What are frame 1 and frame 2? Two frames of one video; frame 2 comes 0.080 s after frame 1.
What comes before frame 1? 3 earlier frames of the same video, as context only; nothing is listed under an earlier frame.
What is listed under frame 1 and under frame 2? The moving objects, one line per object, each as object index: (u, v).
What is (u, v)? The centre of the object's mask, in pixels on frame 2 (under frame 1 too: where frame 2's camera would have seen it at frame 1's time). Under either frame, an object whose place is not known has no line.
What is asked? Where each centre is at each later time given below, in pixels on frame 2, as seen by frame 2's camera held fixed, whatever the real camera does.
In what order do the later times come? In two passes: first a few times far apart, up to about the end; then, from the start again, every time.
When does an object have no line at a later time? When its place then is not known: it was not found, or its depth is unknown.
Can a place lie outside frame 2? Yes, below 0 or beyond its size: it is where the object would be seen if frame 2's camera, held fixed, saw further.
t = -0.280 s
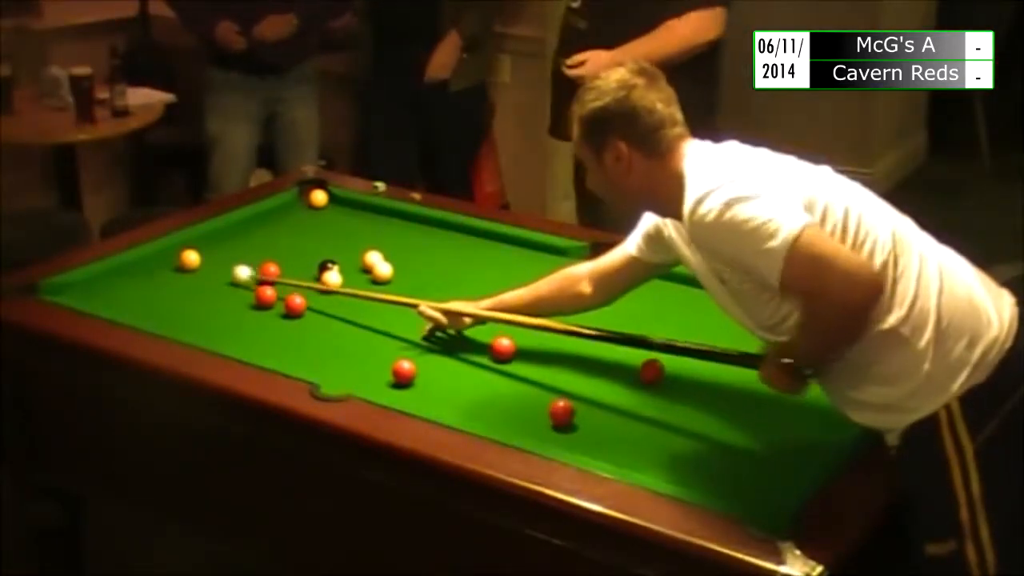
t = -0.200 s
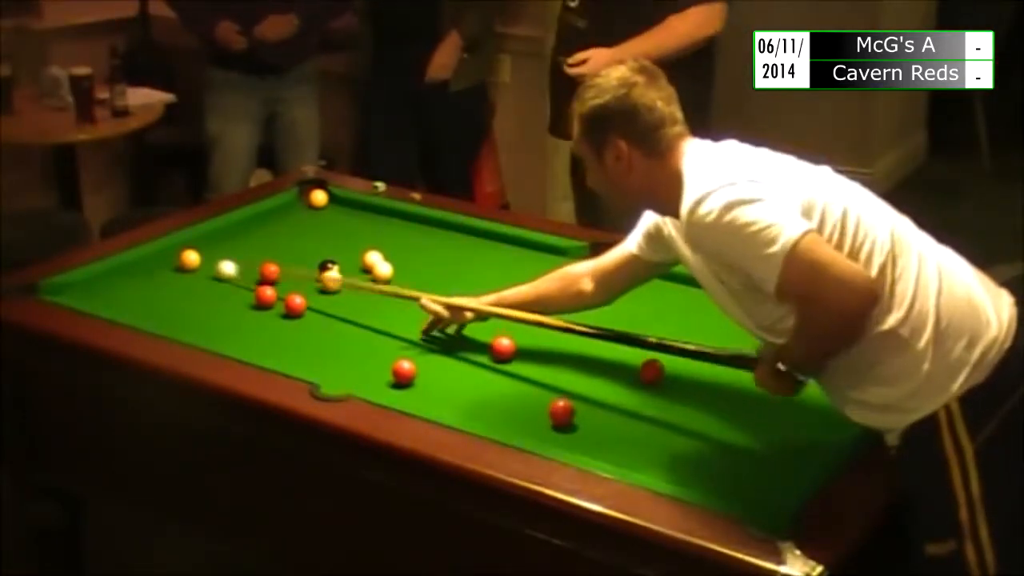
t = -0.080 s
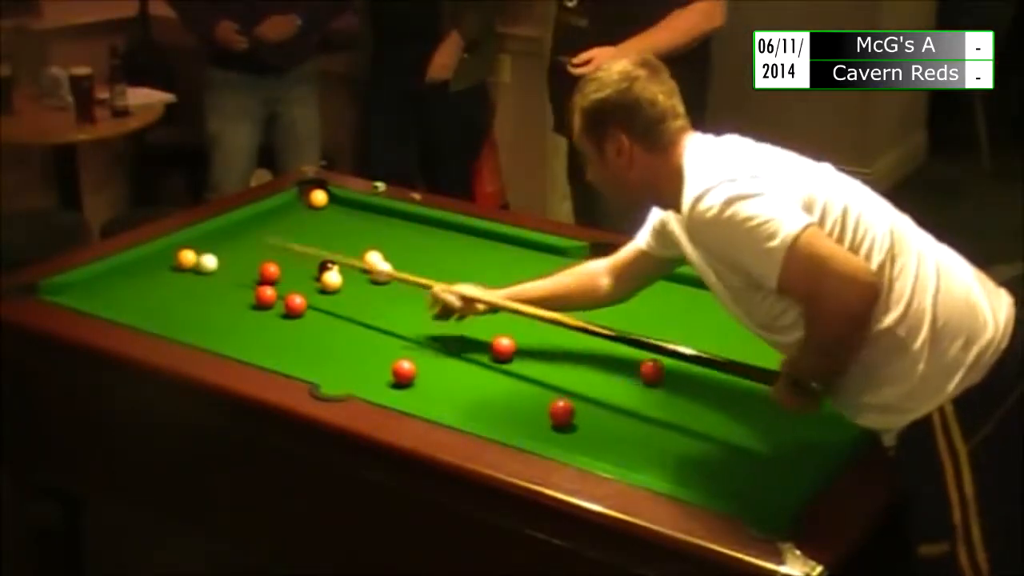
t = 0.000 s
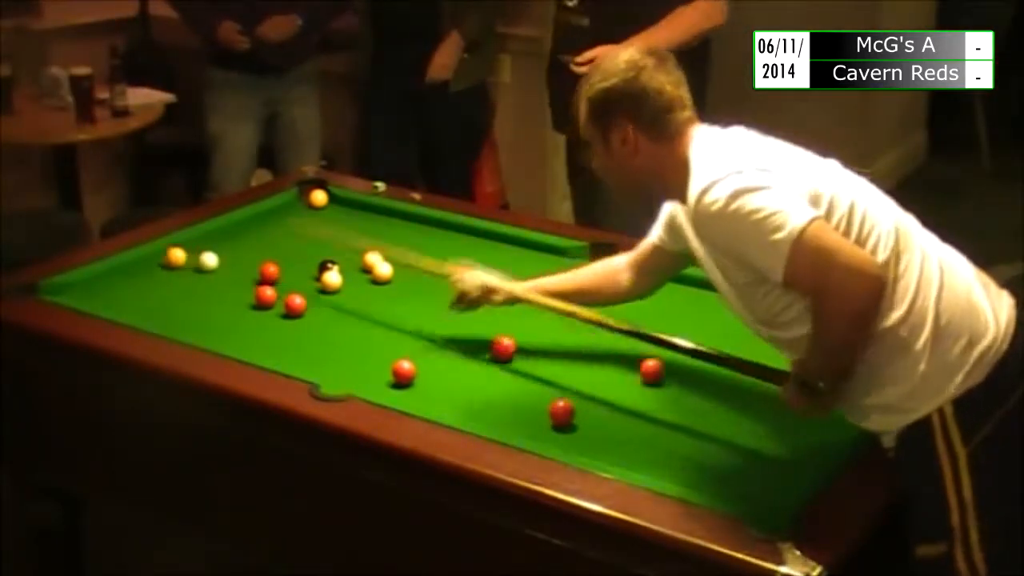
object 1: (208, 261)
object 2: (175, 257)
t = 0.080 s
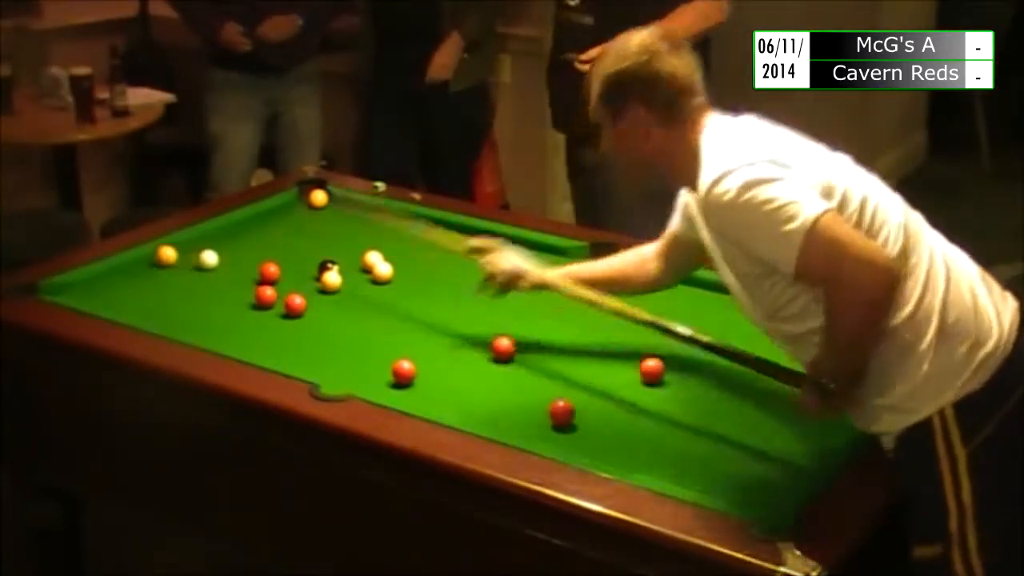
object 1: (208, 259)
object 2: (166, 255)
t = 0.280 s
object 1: (208, 255)
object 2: (167, 257)
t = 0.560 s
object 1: (207, 250)
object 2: (182, 262)
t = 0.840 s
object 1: (206, 246)
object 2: (192, 266)
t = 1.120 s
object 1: (206, 244)
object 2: (202, 270)
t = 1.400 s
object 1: (205, 243)
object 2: (207, 272)
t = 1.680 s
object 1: (205, 243)
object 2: (208, 273)
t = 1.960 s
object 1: (205, 243)
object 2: (208, 273)
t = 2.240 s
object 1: (205, 243)
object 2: (208, 273)
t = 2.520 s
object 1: (205, 243)
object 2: (208, 273)
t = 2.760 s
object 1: (205, 243)
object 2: (208, 273)
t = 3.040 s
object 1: (205, 243)
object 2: (208, 273)
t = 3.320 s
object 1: (205, 243)
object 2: (208, 273)
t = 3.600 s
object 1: (205, 243)
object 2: (208, 273)
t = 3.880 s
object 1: (205, 243)
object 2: (208, 273)
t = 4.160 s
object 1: (205, 243)
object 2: (208, 273)
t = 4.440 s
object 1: (205, 243)
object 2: (208, 273)
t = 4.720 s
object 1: (205, 243)
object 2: (208, 273)
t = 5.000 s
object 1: (205, 243)
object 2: (208, 273)
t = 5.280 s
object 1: (205, 243)
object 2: (208, 273)
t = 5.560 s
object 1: (205, 243)
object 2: (208, 273)
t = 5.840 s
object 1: (205, 243)
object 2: (208, 273)
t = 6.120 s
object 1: (205, 243)
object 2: (208, 273)
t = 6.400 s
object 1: (205, 243)
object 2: (208, 273)
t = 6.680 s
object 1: (205, 243)
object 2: (208, 273)
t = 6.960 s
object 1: (205, 243)
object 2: (208, 273)
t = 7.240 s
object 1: (205, 243)
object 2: (208, 273)
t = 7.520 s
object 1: (204, 243)
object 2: (208, 273)
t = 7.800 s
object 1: (204, 243)
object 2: (208, 273)
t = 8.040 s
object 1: (204, 243)
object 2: (208, 273)
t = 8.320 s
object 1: (205, 243)
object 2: (208, 273)
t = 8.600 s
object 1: (205, 243)
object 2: (208, 273)
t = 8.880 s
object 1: (205, 243)
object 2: (208, 273)
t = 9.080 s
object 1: (205, 243)
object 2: (208, 273)
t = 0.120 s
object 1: (208, 258)
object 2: (160, 254)
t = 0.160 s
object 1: (208, 257)
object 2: (160, 254)
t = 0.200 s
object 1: (208, 256)
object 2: (161, 255)
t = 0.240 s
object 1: (208, 256)
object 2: (164, 256)
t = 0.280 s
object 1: (208, 255)
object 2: (167, 257)
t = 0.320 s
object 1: (208, 254)
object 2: (169, 258)
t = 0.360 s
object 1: (208, 253)
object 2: (172, 259)
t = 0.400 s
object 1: (208, 252)
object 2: (174, 259)
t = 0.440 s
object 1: (208, 252)
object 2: (176, 260)
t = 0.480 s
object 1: (207, 251)
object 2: (178, 261)
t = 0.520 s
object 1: (207, 250)
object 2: (180, 262)
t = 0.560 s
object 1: (207, 250)
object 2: (182, 262)
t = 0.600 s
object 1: (207, 249)
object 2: (183, 263)
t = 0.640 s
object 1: (207, 249)
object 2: (185, 264)
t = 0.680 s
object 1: (207, 248)
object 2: (187, 264)
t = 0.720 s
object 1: (207, 248)
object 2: (188, 265)
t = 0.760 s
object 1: (207, 247)
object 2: (190, 266)
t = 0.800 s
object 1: (206, 247)
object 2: (191, 266)
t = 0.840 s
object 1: (206, 246)
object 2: (192, 266)
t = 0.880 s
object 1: (206, 246)
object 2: (194, 267)
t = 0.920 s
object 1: (206, 246)
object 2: (195, 267)
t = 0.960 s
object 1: (206, 245)
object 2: (197, 268)
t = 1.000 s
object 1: (206, 245)
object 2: (198, 269)
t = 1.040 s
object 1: (206, 245)
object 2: (199, 269)
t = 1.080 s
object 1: (206, 244)
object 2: (200, 269)
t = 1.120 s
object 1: (206, 244)
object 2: (202, 270)
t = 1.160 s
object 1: (206, 244)
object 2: (202, 270)
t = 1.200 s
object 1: (206, 244)
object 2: (204, 270)
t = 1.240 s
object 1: (205, 243)
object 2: (204, 271)
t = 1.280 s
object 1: (205, 243)
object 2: (205, 271)
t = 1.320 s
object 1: (205, 243)
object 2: (206, 271)
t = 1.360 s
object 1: (205, 243)
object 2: (206, 272)
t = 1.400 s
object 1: (205, 243)
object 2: (207, 272)
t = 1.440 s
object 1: (205, 243)
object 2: (206, 272)
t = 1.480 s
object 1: (205, 243)
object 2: (207, 273)
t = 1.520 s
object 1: (205, 243)
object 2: (207, 273)
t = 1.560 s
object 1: (205, 243)
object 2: (207, 273)
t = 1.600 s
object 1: (205, 243)
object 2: (208, 273)
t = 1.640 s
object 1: (205, 243)
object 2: (208, 273)
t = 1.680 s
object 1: (205, 243)
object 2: (208, 273)
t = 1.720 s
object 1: (205, 243)
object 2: (208, 273)
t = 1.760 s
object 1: (205, 243)
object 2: (208, 273)
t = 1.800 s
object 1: (205, 243)
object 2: (208, 273)
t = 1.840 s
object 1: (205, 243)
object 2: (208, 273)
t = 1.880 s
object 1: (205, 243)
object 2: (208, 273)
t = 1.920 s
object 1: (205, 243)
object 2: (208, 273)
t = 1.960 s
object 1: (205, 243)
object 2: (208, 273)
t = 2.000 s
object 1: (205, 243)
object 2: (208, 273)
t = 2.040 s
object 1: (205, 243)
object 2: (208, 273)
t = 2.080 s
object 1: (205, 243)
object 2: (208, 273)
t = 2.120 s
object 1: (205, 243)
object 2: (208, 273)
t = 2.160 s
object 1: (205, 243)
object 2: (208, 273)
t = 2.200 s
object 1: (205, 243)
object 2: (208, 273)
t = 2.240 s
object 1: (205, 243)
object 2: (208, 273)
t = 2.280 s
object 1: (205, 243)
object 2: (208, 273)
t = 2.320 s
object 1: (205, 243)
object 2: (208, 273)
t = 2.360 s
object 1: (205, 243)
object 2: (208, 273)
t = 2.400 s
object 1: (205, 243)
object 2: (208, 273)
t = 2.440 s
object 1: (205, 243)
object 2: (208, 273)
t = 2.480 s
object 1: (205, 243)
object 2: (208, 273)
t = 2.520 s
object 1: (205, 243)
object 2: (208, 273)
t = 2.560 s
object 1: (205, 243)
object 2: (208, 273)
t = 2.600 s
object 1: (205, 243)
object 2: (208, 273)
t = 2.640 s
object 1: (205, 243)
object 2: (208, 273)
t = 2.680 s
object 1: (205, 243)
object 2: (208, 273)
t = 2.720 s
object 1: (205, 243)
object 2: (208, 273)
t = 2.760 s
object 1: (205, 243)
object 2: (208, 273)
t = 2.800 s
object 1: (205, 243)
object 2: (208, 273)
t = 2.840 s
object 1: (205, 243)
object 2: (208, 273)
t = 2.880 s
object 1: (205, 243)
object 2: (208, 273)
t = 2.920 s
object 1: (205, 243)
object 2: (208, 273)
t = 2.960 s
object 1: (205, 243)
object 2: (208, 273)
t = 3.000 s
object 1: (205, 243)
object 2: (208, 273)
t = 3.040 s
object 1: (205, 243)
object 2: (208, 273)
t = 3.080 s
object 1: (205, 243)
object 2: (208, 273)
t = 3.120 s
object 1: (205, 243)
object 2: (208, 273)
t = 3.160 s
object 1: (205, 243)
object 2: (208, 273)
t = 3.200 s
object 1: (205, 243)
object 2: (208, 273)
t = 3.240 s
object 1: (205, 243)
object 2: (208, 273)
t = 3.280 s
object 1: (205, 243)
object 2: (208, 273)
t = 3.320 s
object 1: (205, 243)
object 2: (208, 273)
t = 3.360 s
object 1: (205, 243)
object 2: (208, 273)
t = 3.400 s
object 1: (205, 243)
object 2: (208, 273)
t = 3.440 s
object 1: (205, 243)
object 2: (208, 273)
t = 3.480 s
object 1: (205, 243)
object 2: (208, 273)
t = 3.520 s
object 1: (205, 243)
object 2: (208, 273)
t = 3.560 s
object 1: (205, 243)
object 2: (208, 273)
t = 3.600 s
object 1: (205, 243)
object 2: (208, 273)
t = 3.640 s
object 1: (205, 243)
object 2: (208, 273)
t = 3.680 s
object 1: (205, 243)
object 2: (208, 273)
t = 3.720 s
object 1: (205, 243)
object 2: (208, 273)
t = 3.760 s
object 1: (205, 243)
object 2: (208, 273)
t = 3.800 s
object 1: (205, 243)
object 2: (208, 273)
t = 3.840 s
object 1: (205, 243)
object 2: (208, 273)
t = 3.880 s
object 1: (205, 243)
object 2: (208, 273)
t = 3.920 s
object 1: (205, 243)
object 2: (208, 273)
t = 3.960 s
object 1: (205, 243)
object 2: (208, 273)
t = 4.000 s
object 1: (205, 243)
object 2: (208, 273)
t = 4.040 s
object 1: (205, 243)
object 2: (208, 273)
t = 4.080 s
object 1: (205, 243)
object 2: (208, 273)
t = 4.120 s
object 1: (205, 243)
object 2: (208, 273)
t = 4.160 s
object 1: (205, 243)
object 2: (208, 273)
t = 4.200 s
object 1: (205, 243)
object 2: (208, 273)
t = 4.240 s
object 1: (205, 243)
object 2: (208, 273)
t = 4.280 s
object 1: (205, 243)
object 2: (208, 273)
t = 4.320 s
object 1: (205, 243)
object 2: (208, 273)
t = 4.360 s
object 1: (205, 243)
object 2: (208, 273)
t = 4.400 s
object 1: (205, 243)
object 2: (208, 273)
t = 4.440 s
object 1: (205, 243)
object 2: (208, 273)
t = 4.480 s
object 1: (205, 243)
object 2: (208, 273)
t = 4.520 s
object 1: (205, 243)
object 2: (208, 273)
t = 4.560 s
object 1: (205, 243)
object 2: (208, 273)
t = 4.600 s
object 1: (205, 243)
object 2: (208, 273)
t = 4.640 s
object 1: (205, 243)
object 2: (208, 273)
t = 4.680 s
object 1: (205, 243)
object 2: (208, 273)
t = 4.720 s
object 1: (205, 243)
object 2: (208, 273)
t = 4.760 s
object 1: (205, 243)
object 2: (208, 273)
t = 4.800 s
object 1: (205, 243)
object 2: (208, 273)
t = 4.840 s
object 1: (205, 243)
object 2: (208, 273)
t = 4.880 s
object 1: (205, 243)
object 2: (208, 273)
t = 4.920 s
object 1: (205, 243)
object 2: (208, 273)
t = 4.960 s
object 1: (205, 243)
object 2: (208, 273)
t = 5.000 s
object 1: (205, 243)
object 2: (208, 273)
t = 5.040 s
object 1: (205, 243)
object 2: (208, 273)
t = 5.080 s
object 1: (205, 243)
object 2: (208, 273)
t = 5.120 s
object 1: (205, 243)
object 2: (208, 273)
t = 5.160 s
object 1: (205, 243)
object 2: (208, 273)
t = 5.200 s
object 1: (205, 243)
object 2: (208, 273)
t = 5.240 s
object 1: (205, 243)
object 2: (208, 273)
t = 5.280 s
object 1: (205, 243)
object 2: (208, 273)
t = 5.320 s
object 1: (205, 243)
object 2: (208, 273)
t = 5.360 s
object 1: (205, 243)
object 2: (208, 273)
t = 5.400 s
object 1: (205, 243)
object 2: (208, 273)
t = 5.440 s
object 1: (205, 243)
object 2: (208, 273)
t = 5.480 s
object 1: (205, 243)
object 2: (208, 273)
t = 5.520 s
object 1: (205, 243)
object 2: (208, 273)
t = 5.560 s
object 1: (205, 243)
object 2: (208, 273)
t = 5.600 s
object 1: (205, 243)
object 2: (208, 273)
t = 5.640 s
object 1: (205, 243)
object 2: (208, 273)
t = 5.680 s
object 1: (205, 243)
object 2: (208, 273)
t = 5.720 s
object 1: (205, 243)
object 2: (208, 273)
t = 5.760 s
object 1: (205, 243)
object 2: (208, 273)
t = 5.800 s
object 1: (205, 243)
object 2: (208, 273)
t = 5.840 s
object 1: (205, 243)
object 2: (208, 273)
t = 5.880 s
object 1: (205, 243)
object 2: (208, 273)
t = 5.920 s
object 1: (205, 243)
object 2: (208, 273)
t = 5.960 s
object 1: (205, 243)
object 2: (208, 273)
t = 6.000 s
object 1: (205, 243)
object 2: (208, 273)
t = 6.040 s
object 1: (205, 243)
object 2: (208, 273)
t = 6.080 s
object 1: (205, 243)
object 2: (208, 273)
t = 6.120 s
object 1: (205, 243)
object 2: (208, 273)
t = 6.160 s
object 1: (205, 243)
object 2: (208, 273)
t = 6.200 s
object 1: (205, 243)
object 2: (208, 273)
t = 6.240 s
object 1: (205, 243)
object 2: (208, 273)
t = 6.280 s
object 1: (205, 243)
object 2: (208, 273)
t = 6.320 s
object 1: (205, 243)
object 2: (208, 273)
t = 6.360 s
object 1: (205, 243)
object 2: (208, 273)
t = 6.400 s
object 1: (205, 243)
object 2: (208, 273)
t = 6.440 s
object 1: (205, 243)
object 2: (208, 273)
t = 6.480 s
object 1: (205, 243)
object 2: (208, 273)
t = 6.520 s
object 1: (205, 243)
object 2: (208, 273)
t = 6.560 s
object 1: (205, 243)
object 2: (208, 273)
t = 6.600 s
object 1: (205, 243)
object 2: (208, 273)
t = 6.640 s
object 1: (205, 243)
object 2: (208, 273)
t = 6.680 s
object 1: (205, 243)
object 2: (208, 273)
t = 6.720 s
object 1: (205, 243)
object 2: (208, 273)
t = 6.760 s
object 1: (205, 243)
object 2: (208, 273)
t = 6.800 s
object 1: (205, 243)
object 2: (208, 273)
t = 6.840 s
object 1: (205, 243)
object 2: (208, 273)
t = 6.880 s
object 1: (205, 243)
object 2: (208, 273)
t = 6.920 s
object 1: (205, 243)
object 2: (208, 273)
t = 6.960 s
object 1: (205, 243)
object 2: (208, 273)
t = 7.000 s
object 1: (205, 243)
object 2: (208, 273)
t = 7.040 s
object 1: (205, 243)
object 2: (208, 273)
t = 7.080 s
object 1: (205, 243)
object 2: (208, 273)
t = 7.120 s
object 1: (205, 243)
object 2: (208, 273)
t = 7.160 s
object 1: (205, 243)
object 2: (208, 273)
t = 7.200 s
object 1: (205, 243)
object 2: (208, 273)
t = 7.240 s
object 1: (205, 243)
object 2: (208, 273)
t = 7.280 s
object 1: (204, 243)
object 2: (208, 273)
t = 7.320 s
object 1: (204, 243)
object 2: (208, 273)
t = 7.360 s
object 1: (204, 243)
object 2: (208, 273)
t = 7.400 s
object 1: (204, 243)
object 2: (208, 273)
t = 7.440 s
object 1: (204, 243)
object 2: (208, 273)
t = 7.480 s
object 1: (204, 243)
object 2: (208, 273)
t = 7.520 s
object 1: (204, 243)
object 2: (208, 273)
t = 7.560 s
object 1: (204, 243)
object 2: (208, 273)
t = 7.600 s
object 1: (204, 243)
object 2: (208, 273)
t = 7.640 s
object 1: (204, 243)
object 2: (208, 273)
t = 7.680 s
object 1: (204, 243)
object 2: (208, 273)
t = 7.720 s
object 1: (204, 243)
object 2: (208, 273)
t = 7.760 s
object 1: (204, 243)
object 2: (208, 273)
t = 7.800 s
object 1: (204, 243)
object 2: (208, 273)
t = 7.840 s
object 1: (204, 243)
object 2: (208, 273)
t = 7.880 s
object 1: (204, 243)
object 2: (208, 273)
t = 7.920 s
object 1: (204, 243)
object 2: (208, 273)
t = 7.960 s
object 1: (204, 243)
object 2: (208, 273)
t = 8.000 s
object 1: (204, 243)
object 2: (208, 273)
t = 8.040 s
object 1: (204, 243)
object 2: (208, 273)
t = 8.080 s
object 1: (204, 243)
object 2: (208, 273)
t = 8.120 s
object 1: (204, 243)
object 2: (208, 273)
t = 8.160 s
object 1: (205, 243)
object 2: (208, 273)
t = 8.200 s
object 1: (205, 243)
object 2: (208, 273)
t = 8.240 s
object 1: (204, 243)
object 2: (208, 273)
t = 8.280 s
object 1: (205, 243)
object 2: (208, 273)
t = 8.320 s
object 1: (205, 243)
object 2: (208, 273)
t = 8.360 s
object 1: (205, 243)
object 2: (208, 273)
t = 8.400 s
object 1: (205, 243)
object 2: (208, 273)
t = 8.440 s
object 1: (204, 243)
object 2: (208, 273)
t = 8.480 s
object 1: (205, 243)
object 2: (208, 273)
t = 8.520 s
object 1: (205, 243)
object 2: (208, 273)
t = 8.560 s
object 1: (205, 243)
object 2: (208, 273)
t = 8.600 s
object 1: (205, 243)
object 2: (208, 273)
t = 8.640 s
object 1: (205, 243)
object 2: (208, 273)
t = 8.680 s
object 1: (205, 243)
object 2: (208, 273)
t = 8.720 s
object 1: (205, 243)
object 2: (208, 273)
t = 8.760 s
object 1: (205, 243)
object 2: (208, 273)
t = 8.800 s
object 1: (205, 243)
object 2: (208, 273)
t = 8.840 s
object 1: (205, 243)
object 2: (208, 273)
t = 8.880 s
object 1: (205, 243)
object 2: (208, 273)
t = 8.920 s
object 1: (205, 243)
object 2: (208, 273)
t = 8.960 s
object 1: (205, 243)
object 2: (208, 273)
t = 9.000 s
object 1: (205, 243)
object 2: (208, 273)
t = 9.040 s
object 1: (205, 243)
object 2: (208, 273)
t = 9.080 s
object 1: (205, 243)
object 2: (208, 273)
